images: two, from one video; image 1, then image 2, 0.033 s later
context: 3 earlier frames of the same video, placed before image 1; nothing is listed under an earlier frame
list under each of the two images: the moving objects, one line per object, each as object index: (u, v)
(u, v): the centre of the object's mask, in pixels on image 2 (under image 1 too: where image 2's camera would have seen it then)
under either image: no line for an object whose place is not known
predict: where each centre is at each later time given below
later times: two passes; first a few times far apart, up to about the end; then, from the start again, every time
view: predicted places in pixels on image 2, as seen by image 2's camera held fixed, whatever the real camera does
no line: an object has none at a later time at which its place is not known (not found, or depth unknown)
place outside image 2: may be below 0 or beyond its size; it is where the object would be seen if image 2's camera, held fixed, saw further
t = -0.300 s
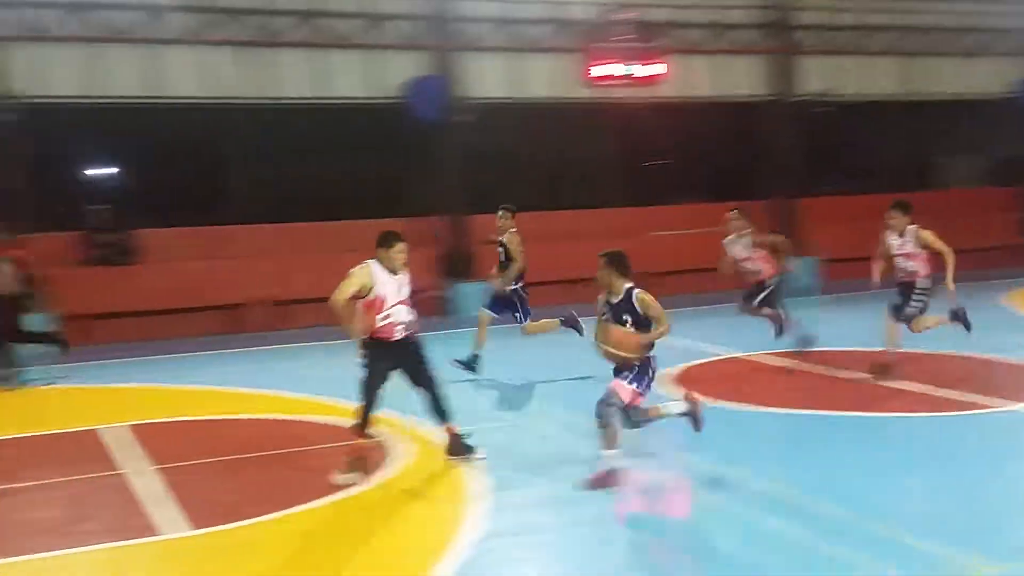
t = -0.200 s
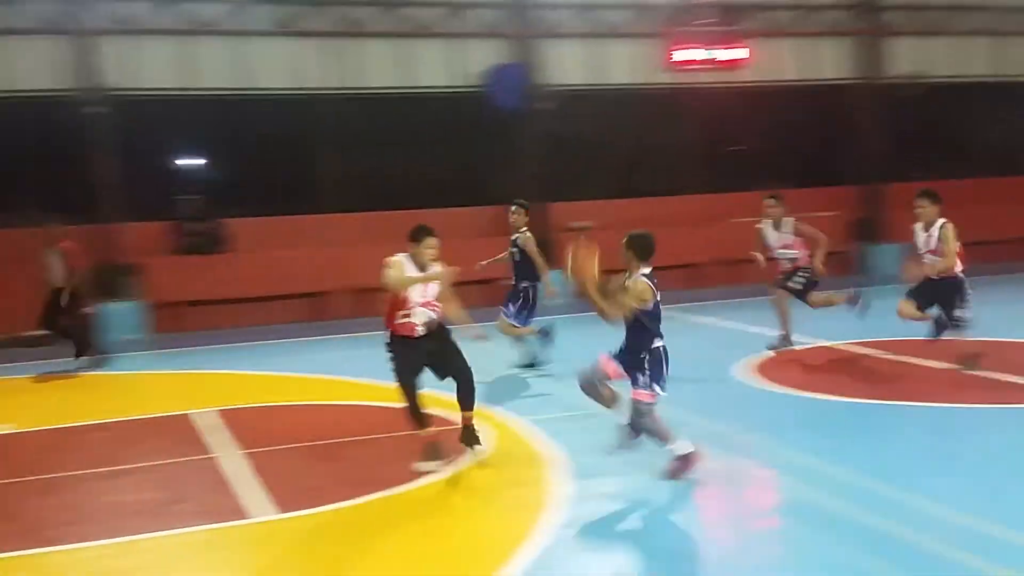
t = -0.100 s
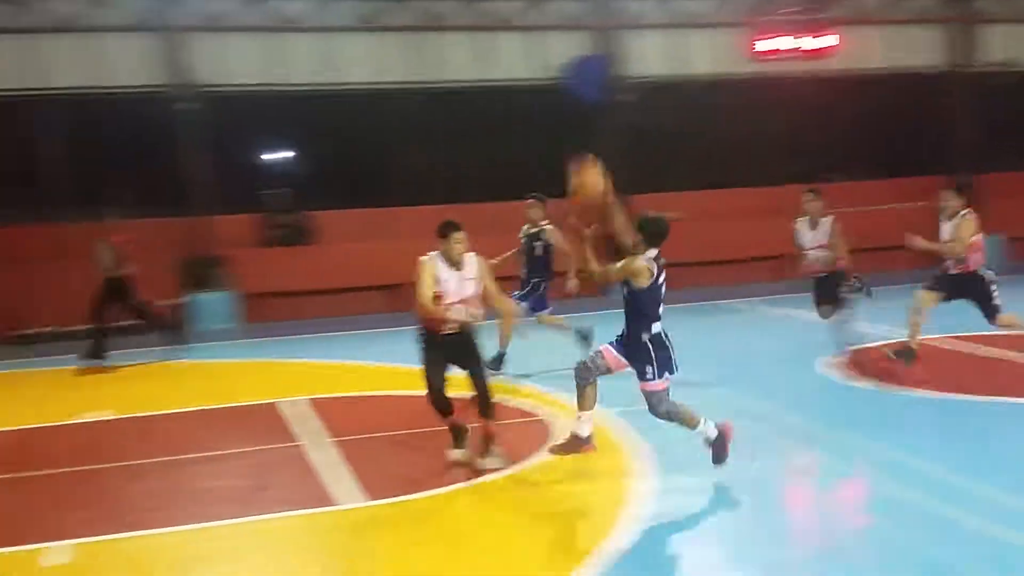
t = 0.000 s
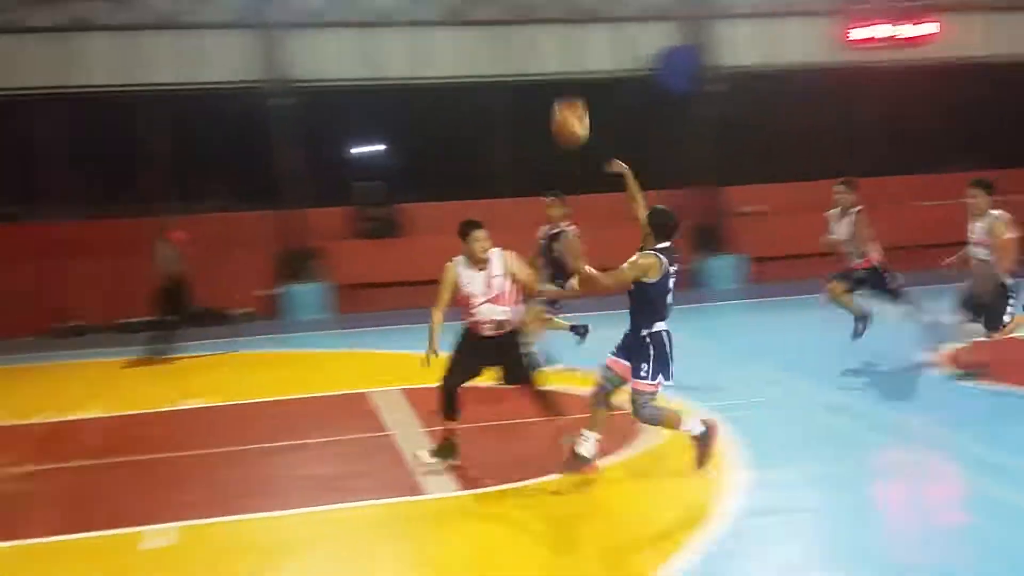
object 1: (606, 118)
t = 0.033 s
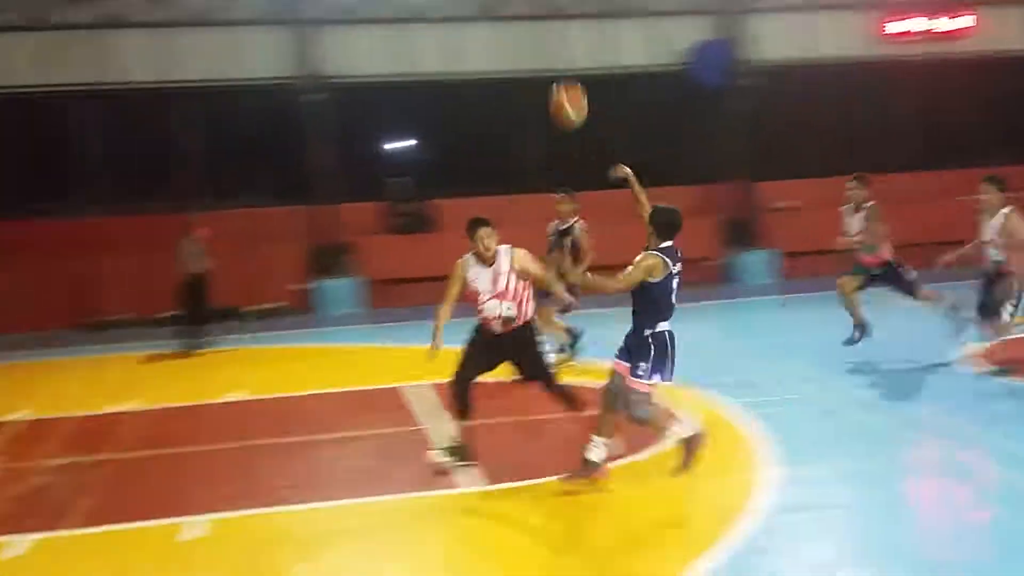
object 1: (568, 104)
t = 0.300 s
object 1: (331, 69)
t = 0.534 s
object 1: (152, 120)
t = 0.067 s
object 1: (537, 95)
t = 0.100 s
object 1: (507, 87)
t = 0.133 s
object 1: (475, 80)
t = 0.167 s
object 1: (443, 75)
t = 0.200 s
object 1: (413, 69)
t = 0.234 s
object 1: (386, 68)
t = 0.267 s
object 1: (357, 68)
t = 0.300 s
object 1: (331, 69)
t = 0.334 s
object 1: (304, 72)
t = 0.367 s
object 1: (277, 77)
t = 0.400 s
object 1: (250, 84)
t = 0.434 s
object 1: (225, 91)
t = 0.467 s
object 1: (200, 98)
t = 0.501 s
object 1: (176, 108)
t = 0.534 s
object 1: (152, 120)
